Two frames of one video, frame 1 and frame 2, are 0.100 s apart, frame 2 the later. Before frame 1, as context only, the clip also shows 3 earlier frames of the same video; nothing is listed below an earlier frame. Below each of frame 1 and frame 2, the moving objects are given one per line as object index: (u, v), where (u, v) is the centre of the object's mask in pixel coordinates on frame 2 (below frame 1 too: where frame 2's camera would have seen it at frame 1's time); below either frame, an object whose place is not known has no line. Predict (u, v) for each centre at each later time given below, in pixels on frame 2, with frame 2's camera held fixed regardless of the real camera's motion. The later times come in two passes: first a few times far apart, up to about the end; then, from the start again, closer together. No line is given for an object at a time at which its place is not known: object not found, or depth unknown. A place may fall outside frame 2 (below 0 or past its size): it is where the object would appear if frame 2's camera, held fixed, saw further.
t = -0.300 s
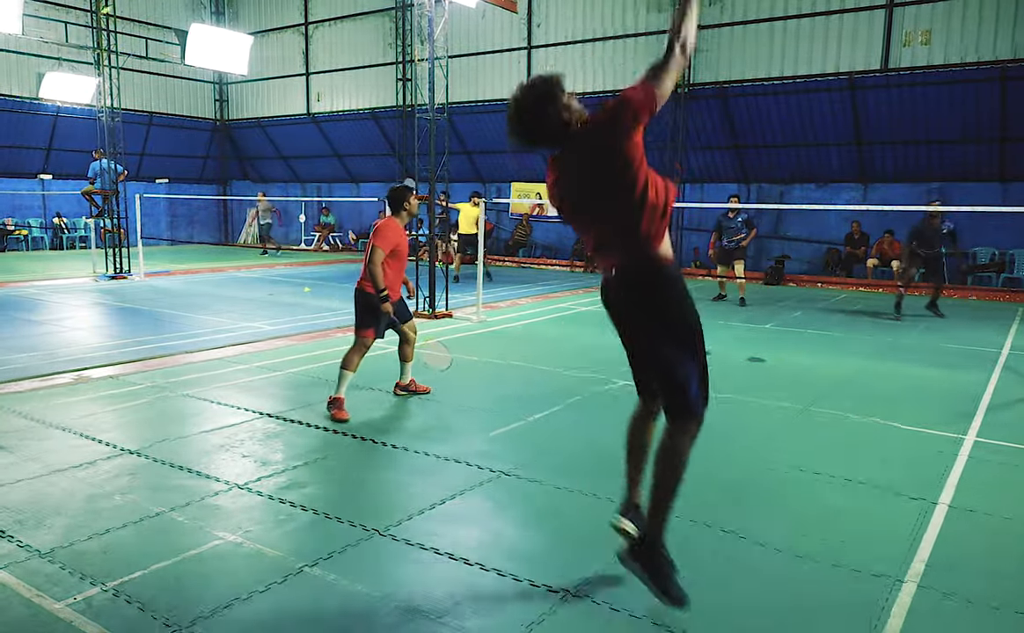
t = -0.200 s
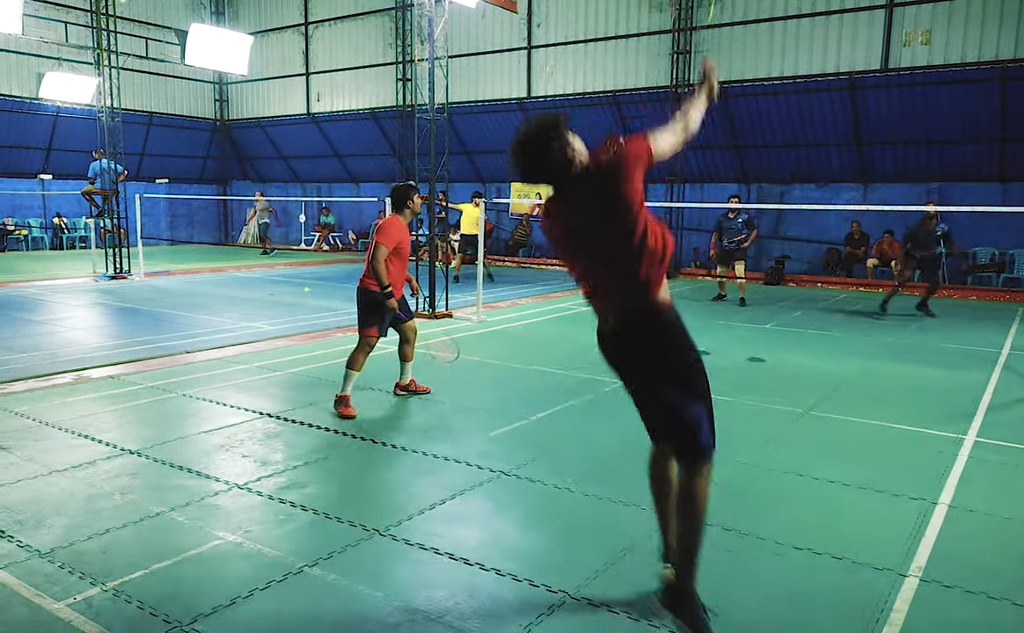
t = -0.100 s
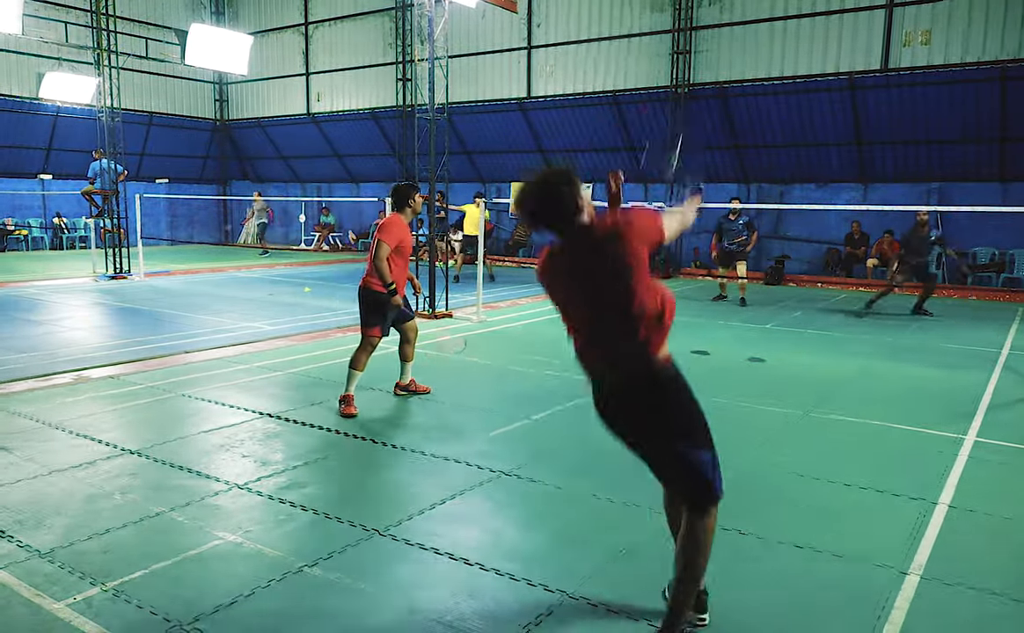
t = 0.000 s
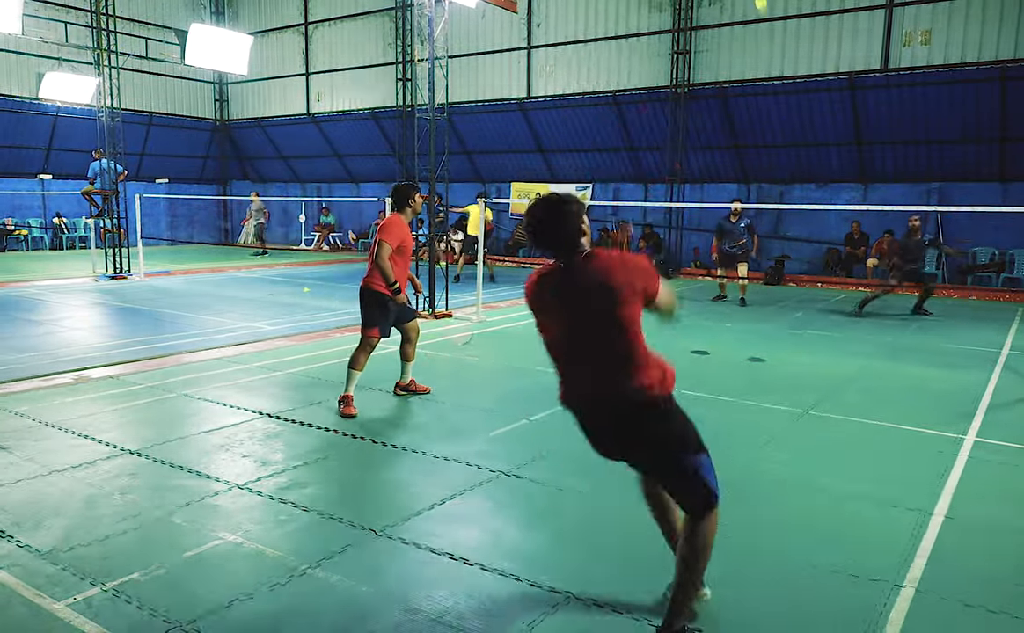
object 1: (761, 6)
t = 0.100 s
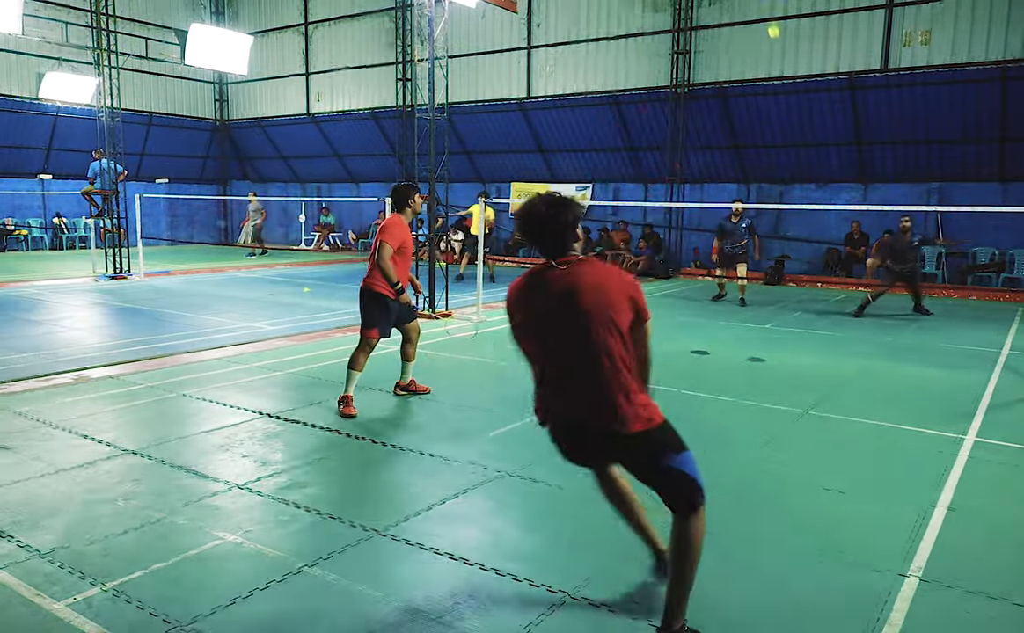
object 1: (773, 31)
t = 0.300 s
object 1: (788, 84)
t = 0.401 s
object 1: (793, 109)
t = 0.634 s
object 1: (800, 169)
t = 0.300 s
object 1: (788, 84)
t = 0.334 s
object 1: (789, 92)
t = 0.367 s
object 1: (791, 101)
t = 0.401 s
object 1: (793, 109)
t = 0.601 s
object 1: (799, 161)
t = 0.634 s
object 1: (800, 169)
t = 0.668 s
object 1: (801, 178)
